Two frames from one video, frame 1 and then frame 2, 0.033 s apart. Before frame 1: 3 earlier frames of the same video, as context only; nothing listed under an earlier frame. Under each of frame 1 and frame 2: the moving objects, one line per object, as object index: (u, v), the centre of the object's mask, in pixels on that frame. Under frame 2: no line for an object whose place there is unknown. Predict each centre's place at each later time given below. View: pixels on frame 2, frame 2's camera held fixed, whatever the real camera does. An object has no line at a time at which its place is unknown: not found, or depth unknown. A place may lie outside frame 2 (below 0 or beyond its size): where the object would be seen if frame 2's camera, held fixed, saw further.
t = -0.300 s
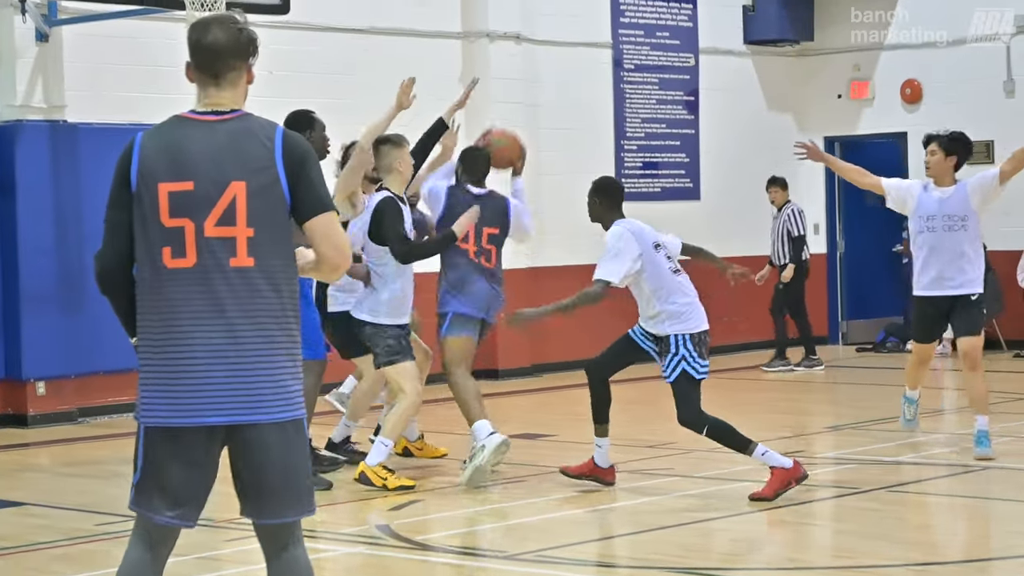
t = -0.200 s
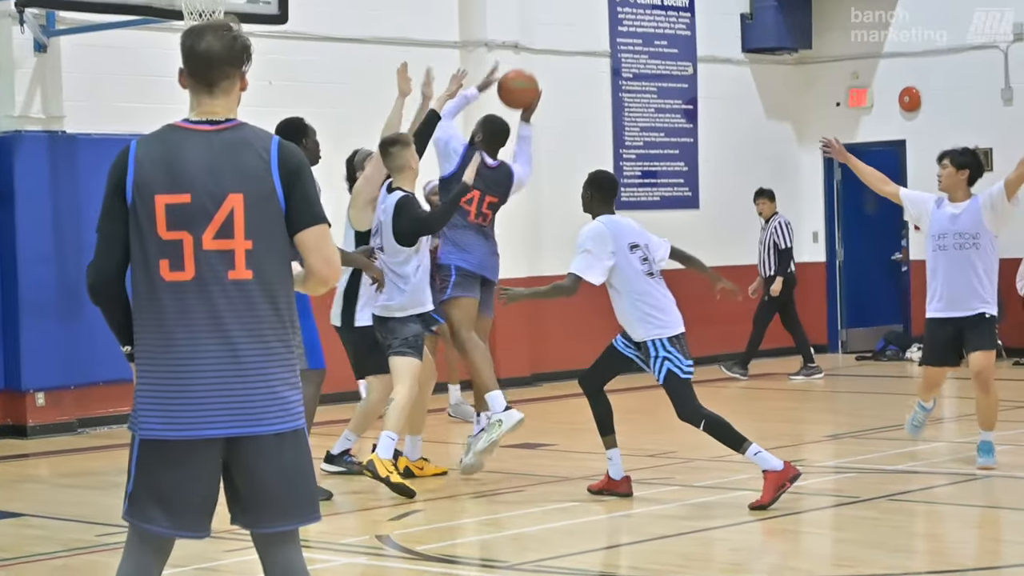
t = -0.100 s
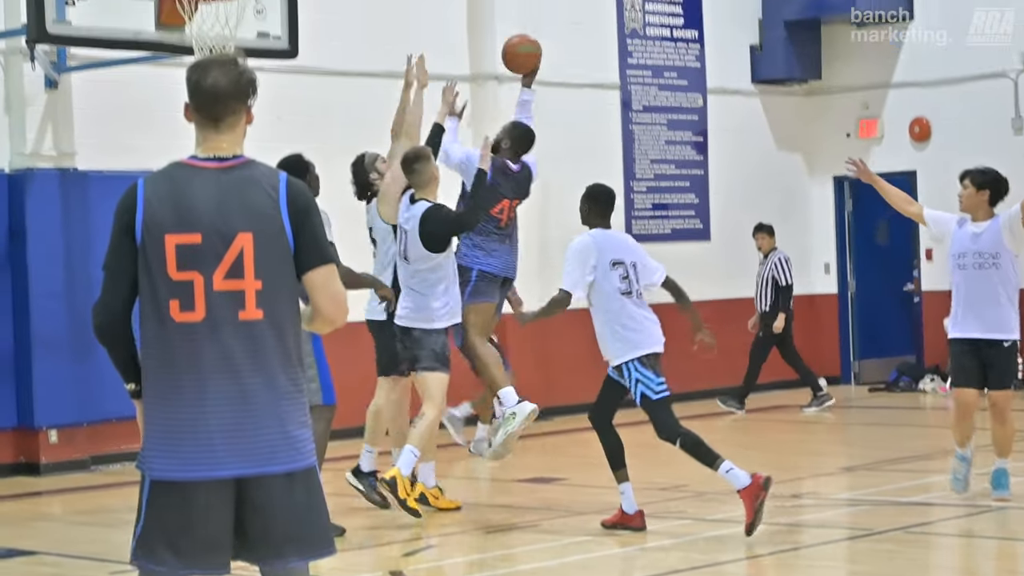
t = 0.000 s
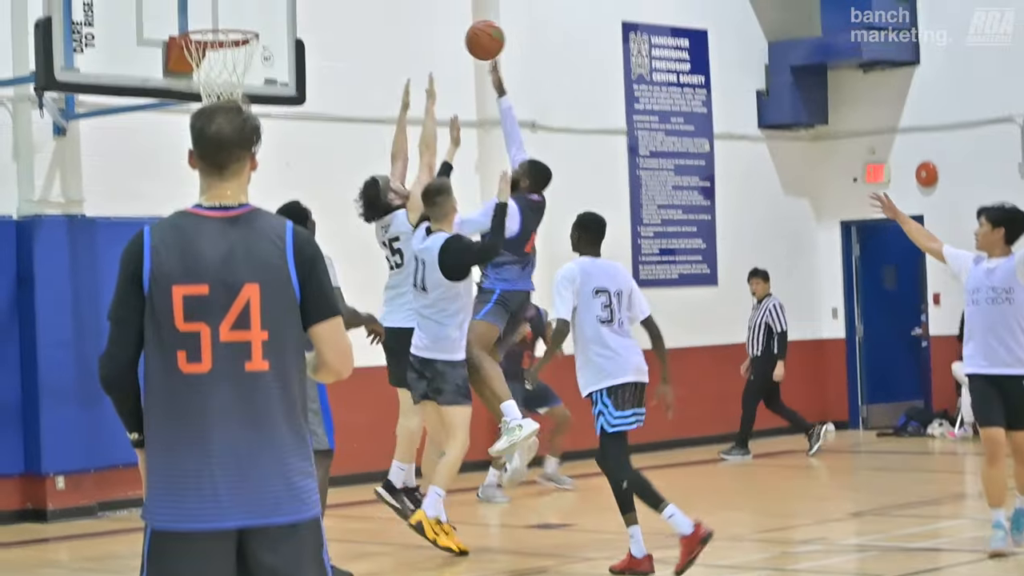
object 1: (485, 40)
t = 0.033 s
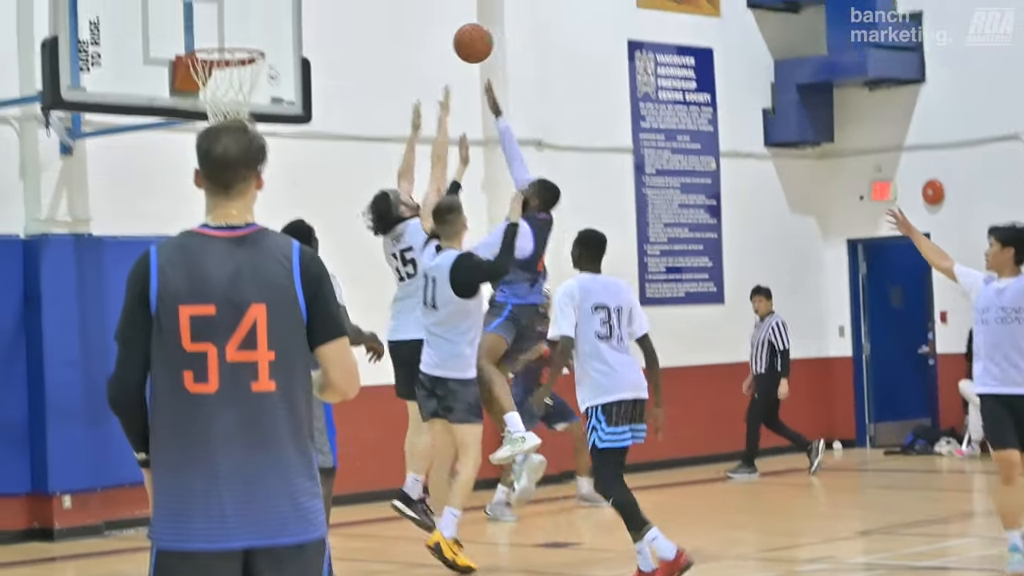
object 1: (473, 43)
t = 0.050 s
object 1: (464, 36)
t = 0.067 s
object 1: (454, 29)
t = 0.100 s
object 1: (436, 17)
